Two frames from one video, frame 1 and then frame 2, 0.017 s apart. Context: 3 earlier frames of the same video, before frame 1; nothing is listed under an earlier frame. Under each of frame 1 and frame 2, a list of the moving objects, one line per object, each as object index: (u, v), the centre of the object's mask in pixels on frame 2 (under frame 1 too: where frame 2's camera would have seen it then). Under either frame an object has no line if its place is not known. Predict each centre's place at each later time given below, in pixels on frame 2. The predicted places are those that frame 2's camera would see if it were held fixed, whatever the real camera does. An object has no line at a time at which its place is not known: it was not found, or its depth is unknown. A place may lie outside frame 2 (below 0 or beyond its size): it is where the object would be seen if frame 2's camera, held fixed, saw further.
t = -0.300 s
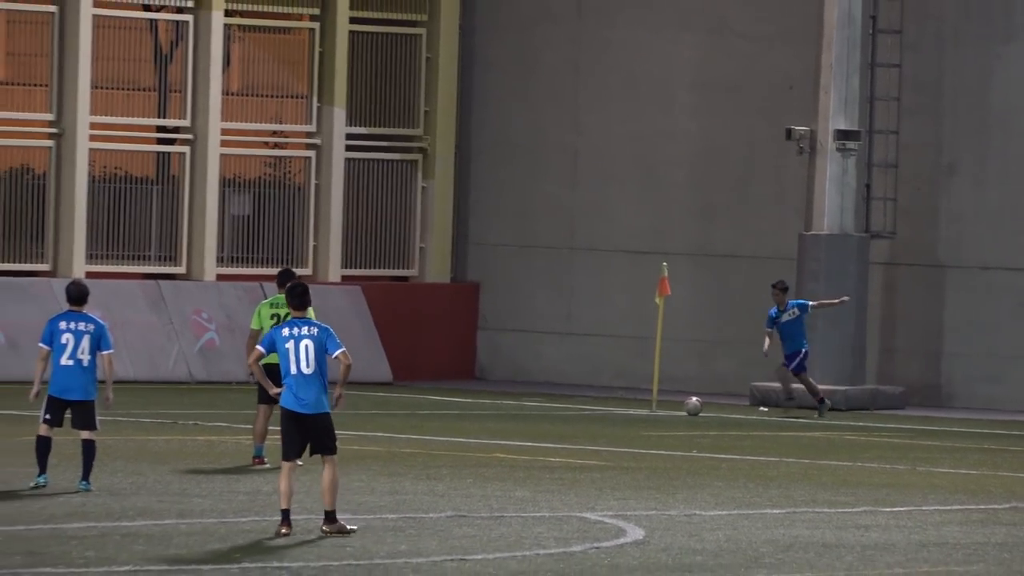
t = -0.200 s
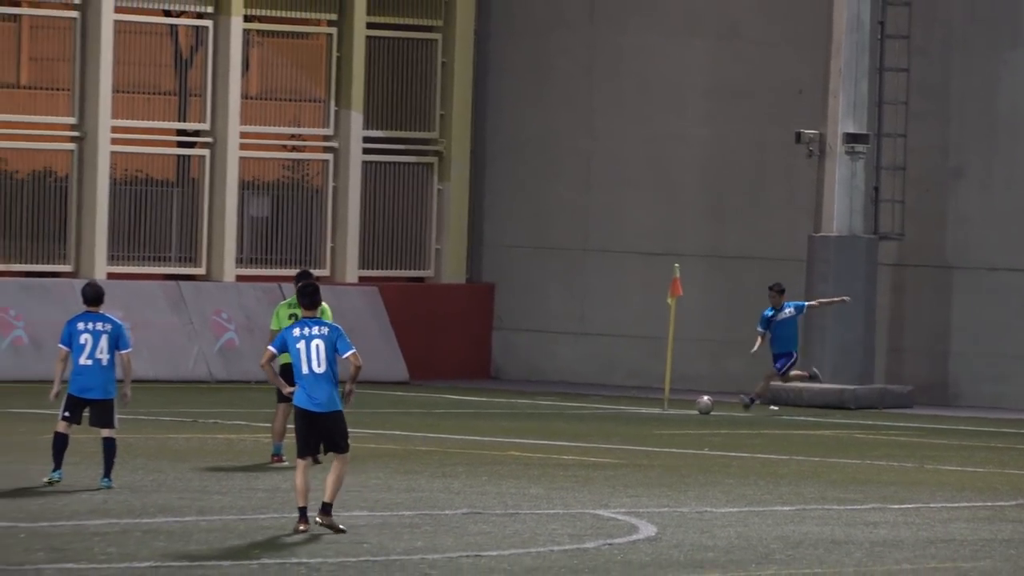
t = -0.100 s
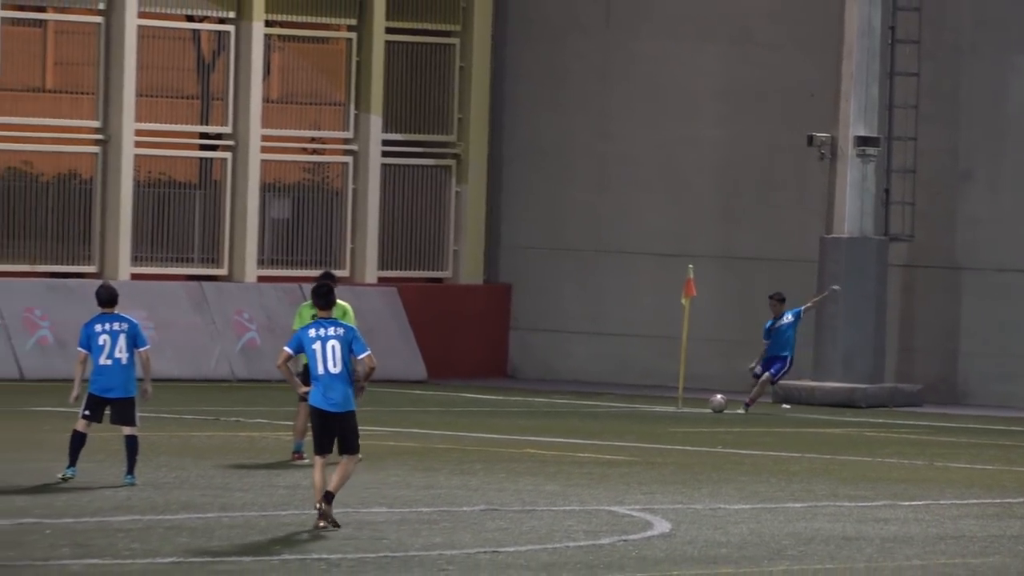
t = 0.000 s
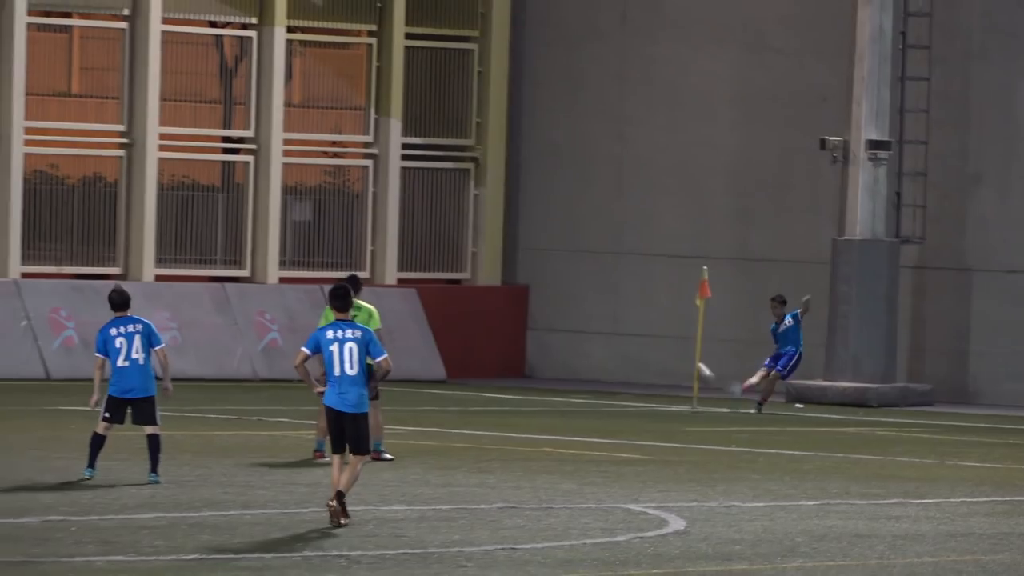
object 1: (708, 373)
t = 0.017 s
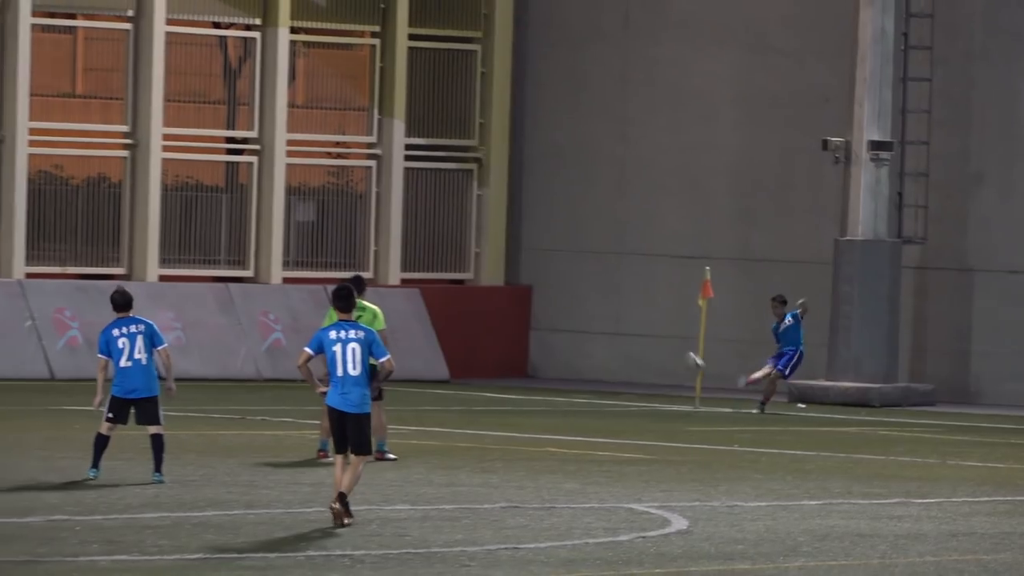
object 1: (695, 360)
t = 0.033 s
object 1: (681, 349)
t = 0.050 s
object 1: (670, 338)
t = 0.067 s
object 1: (660, 328)
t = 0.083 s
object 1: (646, 317)
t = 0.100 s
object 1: (635, 308)
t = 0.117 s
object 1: (625, 298)
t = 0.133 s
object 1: (613, 288)
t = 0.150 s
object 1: (601, 279)
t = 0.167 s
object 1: (590, 270)
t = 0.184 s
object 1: (578, 259)
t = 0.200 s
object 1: (566, 251)
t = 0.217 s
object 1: (555, 242)
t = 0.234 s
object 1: (545, 233)
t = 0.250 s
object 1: (533, 226)
